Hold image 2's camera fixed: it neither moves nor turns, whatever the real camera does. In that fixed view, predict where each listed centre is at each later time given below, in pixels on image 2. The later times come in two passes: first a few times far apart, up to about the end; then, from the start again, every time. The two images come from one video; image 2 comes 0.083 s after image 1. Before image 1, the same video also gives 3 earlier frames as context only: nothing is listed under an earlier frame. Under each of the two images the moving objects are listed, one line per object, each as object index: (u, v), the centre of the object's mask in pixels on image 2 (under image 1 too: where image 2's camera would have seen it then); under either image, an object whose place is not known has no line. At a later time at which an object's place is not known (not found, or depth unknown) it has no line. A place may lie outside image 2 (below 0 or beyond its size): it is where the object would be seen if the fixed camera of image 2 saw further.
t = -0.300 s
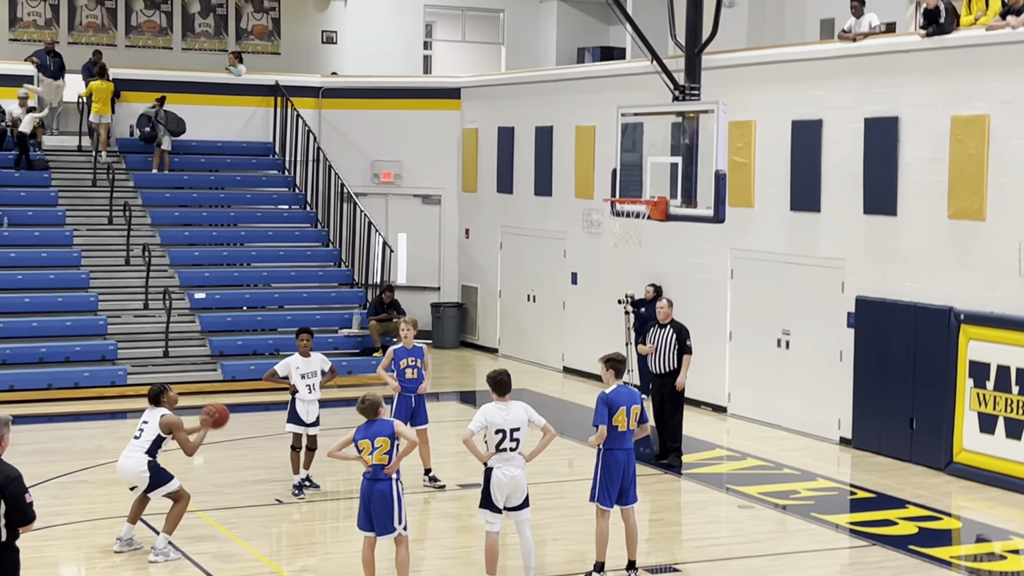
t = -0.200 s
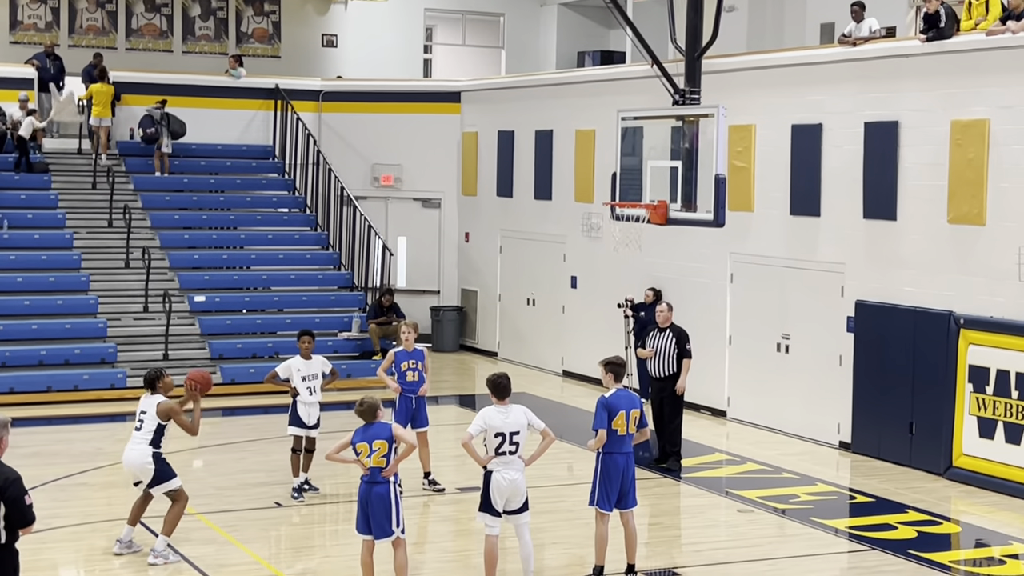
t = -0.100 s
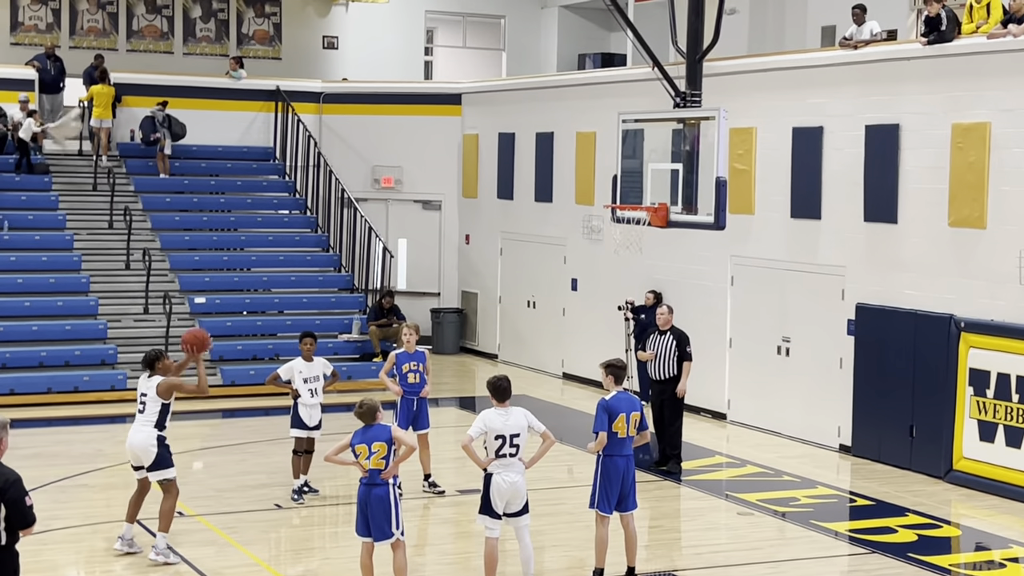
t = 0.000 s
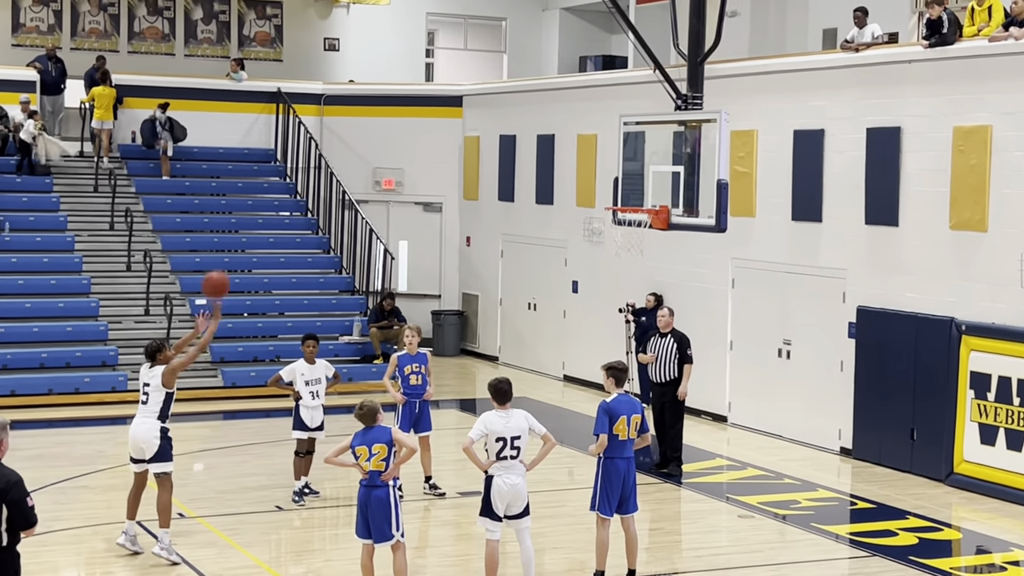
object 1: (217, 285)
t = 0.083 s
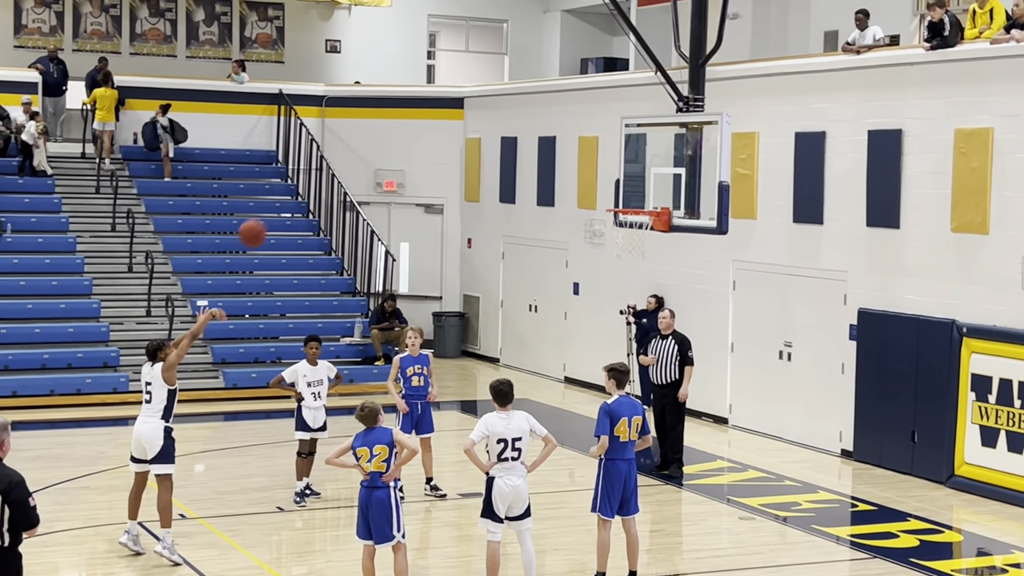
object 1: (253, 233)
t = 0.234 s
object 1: (313, 161)
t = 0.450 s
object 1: (395, 101)
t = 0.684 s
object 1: (477, 95)
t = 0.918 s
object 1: (553, 145)
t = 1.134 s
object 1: (571, 204)
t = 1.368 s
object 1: (475, 236)
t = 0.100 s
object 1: (259, 223)
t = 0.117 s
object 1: (266, 214)
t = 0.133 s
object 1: (273, 205)
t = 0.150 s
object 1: (280, 197)
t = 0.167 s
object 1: (286, 190)
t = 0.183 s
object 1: (293, 182)
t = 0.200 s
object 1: (299, 174)
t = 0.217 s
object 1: (306, 167)
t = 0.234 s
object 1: (313, 161)
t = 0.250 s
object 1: (320, 154)
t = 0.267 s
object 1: (326, 148)
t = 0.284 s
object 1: (332, 142)
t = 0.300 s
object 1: (339, 137)
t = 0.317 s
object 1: (345, 131)
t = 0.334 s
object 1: (352, 126)
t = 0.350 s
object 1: (358, 121)
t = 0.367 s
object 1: (364, 117)
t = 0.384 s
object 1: (371, 113)
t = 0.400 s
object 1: (377, 109)
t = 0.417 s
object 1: (383, 106)
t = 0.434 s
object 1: (389, 104)
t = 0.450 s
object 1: (395, 101)
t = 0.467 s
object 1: (400, 99)
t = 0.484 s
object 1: (407, 96)
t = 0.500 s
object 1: (413, 95)
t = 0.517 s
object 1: (419, 94)
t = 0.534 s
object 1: (425, 93)
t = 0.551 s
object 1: (431, 92)
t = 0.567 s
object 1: (436, 92)
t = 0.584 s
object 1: (443, 91)
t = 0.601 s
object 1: (448, 91)
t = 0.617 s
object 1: (454, 91)
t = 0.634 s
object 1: (459, 92)
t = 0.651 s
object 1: (465, 92)
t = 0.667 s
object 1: (471, 94)
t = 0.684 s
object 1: (477, 95)
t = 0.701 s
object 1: (482, 97)
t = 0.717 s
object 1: (488, 99)
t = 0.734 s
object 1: (494, 101)
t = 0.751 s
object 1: (499, 104)
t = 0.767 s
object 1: (504, 107)
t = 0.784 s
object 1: (510, 110)
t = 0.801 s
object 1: (516, 113)
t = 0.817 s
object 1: (521, 117)
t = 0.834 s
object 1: (526, 121)
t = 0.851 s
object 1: (532, 125)
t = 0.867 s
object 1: (537, 130)
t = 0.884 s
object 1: (543, 135)
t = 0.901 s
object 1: (548, 140)
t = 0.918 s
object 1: (553, 145)
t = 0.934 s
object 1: (558, 150)
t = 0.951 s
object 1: (563, 157)
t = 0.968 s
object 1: (569, 163)
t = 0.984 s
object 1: (574, 169)
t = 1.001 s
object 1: (579, 176)
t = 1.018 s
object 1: (584, 183)
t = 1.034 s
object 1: (589, 190)
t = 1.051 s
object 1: (594, 197)
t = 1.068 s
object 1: (598, 203)
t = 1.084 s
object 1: (592, 204)
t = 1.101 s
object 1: (585, 204)
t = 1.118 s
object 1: (578, 204)
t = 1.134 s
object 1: (571, 204)
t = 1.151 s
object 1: (564, 204)
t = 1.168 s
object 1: (557, 205)
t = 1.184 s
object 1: (550, 206)
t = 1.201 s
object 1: (543, 207)
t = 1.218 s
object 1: (537, 209)
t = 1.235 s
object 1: (529, 211)
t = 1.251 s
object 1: (523, 213)
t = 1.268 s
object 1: (516, 215)
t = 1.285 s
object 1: (509, 218)
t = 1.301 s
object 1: (502, 221)
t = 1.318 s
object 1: (496, 224)
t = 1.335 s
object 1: (489, 228)
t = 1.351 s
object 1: (482, 231)
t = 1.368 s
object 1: (475, 236)
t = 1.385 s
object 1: (468, 240)
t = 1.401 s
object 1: (462, 244)
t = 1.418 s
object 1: (455, 249)
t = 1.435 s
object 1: (449, 254)
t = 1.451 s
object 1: (442, 260)
